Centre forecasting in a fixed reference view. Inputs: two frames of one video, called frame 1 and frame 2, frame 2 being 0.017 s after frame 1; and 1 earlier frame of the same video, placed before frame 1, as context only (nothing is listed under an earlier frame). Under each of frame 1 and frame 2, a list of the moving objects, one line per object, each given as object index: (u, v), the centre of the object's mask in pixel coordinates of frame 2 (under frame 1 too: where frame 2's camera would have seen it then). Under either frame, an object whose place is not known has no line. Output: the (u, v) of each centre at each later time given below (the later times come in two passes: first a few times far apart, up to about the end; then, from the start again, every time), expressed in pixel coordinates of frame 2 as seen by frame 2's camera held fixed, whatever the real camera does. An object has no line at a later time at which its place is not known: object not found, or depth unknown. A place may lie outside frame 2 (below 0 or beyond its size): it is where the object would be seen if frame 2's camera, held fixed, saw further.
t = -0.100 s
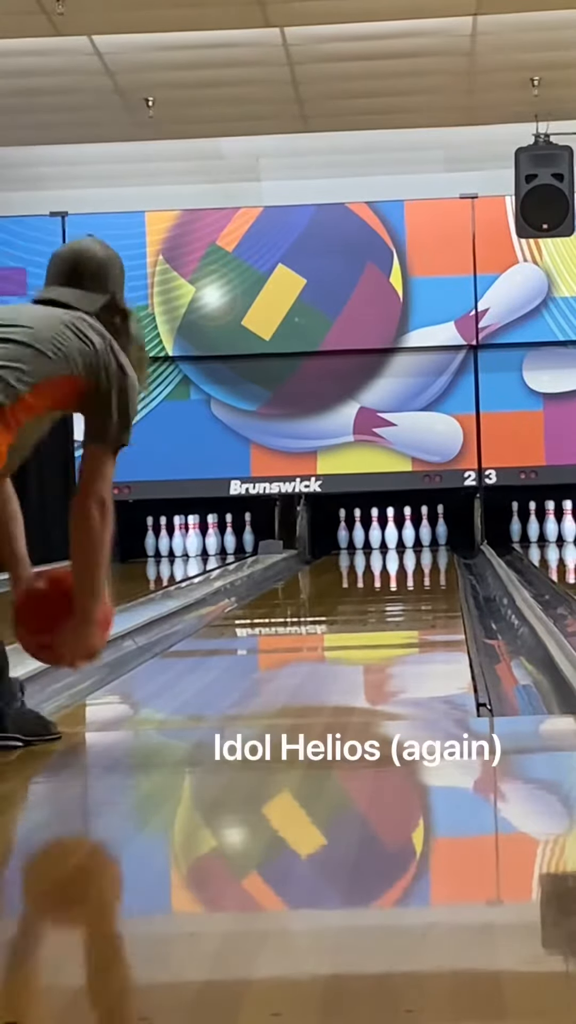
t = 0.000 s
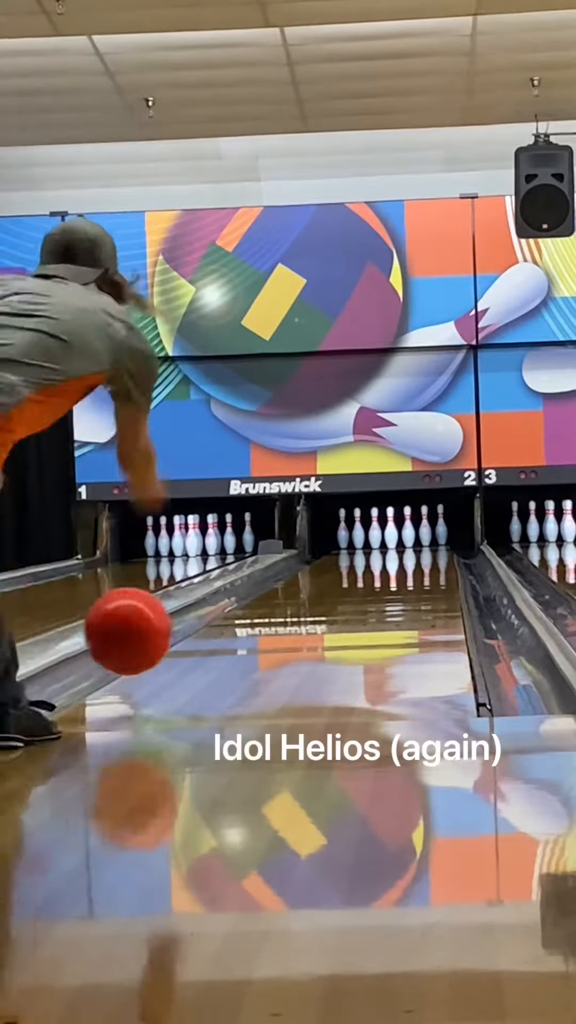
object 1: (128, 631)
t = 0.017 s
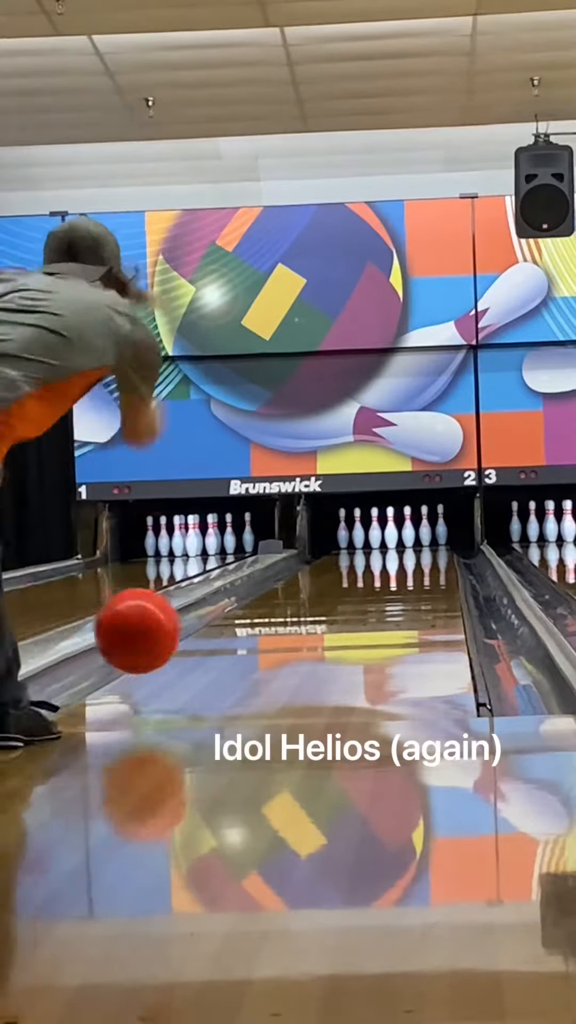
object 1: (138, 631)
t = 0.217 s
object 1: (228, 634)
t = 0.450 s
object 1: (296, 608)
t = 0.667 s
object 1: (339, 590)
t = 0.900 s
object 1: (371, 577)
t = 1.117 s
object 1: (394, 565)
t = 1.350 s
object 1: (412, 556)
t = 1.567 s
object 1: (422, 550)
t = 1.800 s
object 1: (425, 545)
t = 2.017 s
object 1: (421, 540)
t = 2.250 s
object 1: (406, 538)
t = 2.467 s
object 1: (396, 537)
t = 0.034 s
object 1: (147, 632)
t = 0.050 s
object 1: (155, 634)
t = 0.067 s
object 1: (164, 637)
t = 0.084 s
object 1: (173, 641)
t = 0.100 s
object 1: (181, 646)
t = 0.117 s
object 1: (188, 651)
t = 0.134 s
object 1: (196, 647)
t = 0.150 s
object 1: (202, 642)
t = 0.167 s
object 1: (209, 638)
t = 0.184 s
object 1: (216, 635)
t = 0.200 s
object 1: (222, 635)
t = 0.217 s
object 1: (228, 634)
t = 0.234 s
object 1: (234, 632)
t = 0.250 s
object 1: (239, 630)
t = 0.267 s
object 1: (245, 628)
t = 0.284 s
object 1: (250, 626)
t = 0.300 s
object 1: (256, 623)
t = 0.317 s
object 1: (261, 622)
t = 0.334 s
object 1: (266, 620)
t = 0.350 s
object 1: (270, 618)
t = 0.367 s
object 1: (275, 616)
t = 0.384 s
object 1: (279, 614)
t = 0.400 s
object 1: (284, 613)
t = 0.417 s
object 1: (288, 611)
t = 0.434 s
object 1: (292, 609)
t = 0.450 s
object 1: (296, 608)
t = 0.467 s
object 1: (300, 605)
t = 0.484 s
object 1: (304, 604)
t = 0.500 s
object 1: (307, 602)
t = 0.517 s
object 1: (311, 601)
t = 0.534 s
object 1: (315, 599)
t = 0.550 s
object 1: (318, 598)
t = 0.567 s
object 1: (321, 597)
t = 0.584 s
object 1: (325, 596)
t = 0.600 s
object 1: (327, 595)
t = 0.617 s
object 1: (331, 593)
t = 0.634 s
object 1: (333, 592)
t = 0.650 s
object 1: (336, 591)
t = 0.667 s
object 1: (339, 590)
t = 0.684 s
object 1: (341, 589)
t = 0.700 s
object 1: (344, 588)
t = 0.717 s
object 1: (347, 587)
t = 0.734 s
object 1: (350, 586)
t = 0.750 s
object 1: (352, 585)
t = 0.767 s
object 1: (354, 583)
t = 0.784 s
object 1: (358, 583)
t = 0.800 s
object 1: (360, 582)
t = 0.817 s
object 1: (362, 581)
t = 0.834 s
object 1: (363, 580)
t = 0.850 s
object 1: (367, 578)
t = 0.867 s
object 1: (368, 578)
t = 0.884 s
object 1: (369, 577)
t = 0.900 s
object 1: (371, 577)
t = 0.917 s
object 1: (373, 575)
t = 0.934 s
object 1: (376, 573)
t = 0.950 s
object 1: (377, 573)
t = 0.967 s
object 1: (379, 572)
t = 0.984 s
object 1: (381, 571)
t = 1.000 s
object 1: (383, 571)
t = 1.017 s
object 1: (384, 570)
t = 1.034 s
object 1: (386, 569)
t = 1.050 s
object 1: (388, 568)
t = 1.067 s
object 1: (389, 567)
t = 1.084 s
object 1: (391, 567)
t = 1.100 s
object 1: (393, 566)
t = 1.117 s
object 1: (394, 565)
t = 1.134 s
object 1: (397, 564)
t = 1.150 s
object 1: (397, 564)
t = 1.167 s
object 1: (398, 564)
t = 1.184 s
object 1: (401, 562)
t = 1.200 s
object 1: (402, 562)
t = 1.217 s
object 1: (403, 561)
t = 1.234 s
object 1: (404, 560)
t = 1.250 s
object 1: (406, 559)
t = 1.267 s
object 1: (406, 559)
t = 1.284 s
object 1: (408, 558)
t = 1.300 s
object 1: (409, 557)
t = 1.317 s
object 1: (409, 557)
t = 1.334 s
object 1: (411, 556)
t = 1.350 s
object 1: (412, 556)
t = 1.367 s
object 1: (413, 555)
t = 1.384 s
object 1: (414, 555)
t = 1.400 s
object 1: (415, 555)
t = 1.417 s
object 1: (416, 554)
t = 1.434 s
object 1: (417, 554)
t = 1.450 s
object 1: (417, 553)
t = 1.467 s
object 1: (418, 553)
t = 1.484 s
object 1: (419, 552)
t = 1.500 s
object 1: (419, 552)
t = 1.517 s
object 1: (420, 552)
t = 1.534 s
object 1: (421, 551)
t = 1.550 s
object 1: (421, 551)
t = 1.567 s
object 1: (422, 550)
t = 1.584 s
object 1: (423, 549)
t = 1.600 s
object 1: (423, 549)
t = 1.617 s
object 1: (424, 549)
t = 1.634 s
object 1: (424, 549)
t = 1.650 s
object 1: (424, 548)
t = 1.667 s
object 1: (425, 548)
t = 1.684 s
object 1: (425, 547)
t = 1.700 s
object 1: (425, 547)
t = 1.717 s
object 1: (425, 546)
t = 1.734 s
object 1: (425, 546)
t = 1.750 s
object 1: (425, 546)
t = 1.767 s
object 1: (425, 545)
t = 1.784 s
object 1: (425, 545)
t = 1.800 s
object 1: (425, 545)
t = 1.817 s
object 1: (425, 545)
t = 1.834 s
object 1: (425, 544)
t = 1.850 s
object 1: (425, 544)
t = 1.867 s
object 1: (425, 544)
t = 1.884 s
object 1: (424, 544)
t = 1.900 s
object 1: (424, 543)
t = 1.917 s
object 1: (424, 543)
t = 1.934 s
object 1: (424, 543)
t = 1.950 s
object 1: (423, 543)
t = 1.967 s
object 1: (422, 542)
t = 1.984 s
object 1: (422, 542)
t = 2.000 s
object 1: (421, 541)
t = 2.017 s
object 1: (421, 540)
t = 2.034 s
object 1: (420, 540)
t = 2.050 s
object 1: (420, 540)
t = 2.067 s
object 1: (418, 540)
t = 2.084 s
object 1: (417, 541)
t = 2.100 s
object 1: (415, 540)
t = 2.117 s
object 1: (415, 540)
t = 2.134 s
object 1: (413, 540)
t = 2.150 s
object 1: (412, 539)
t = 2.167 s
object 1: (411, 538)
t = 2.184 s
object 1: (411, 539)
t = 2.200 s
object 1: (410, 539)
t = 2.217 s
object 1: (409, 539)
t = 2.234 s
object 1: (408, 539)
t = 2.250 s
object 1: (406, 538)
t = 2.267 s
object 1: (405, 539)
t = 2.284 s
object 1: (403, 538)
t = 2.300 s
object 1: (402, 537)
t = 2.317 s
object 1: (400, 538)
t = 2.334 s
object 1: (399, 537)
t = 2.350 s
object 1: (399, 538)
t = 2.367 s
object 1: (399, 537)
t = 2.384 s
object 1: (398, 538)
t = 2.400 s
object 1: (398, 537)
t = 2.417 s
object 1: (398, 537)
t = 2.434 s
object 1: (396, 537)
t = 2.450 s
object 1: (396, 537)
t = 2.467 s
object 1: (396, 537)
